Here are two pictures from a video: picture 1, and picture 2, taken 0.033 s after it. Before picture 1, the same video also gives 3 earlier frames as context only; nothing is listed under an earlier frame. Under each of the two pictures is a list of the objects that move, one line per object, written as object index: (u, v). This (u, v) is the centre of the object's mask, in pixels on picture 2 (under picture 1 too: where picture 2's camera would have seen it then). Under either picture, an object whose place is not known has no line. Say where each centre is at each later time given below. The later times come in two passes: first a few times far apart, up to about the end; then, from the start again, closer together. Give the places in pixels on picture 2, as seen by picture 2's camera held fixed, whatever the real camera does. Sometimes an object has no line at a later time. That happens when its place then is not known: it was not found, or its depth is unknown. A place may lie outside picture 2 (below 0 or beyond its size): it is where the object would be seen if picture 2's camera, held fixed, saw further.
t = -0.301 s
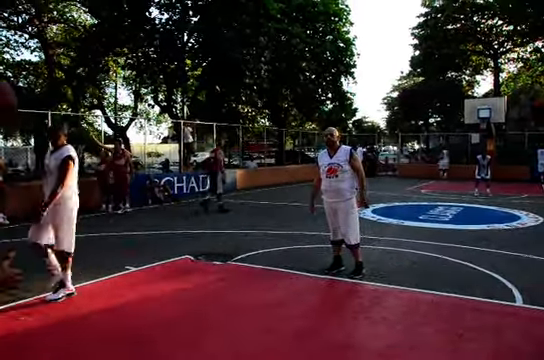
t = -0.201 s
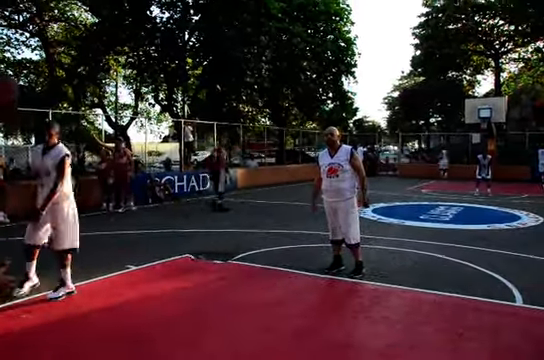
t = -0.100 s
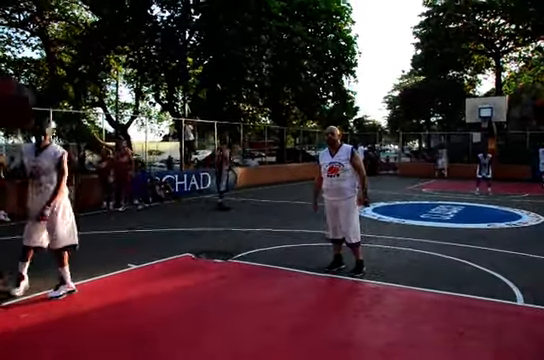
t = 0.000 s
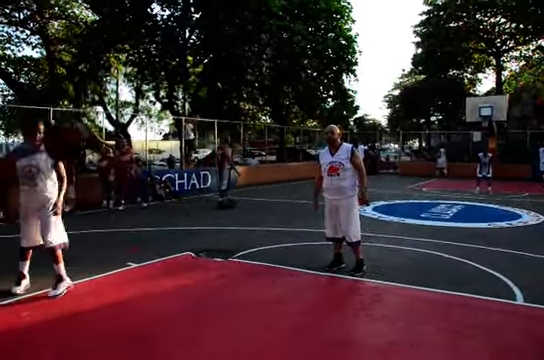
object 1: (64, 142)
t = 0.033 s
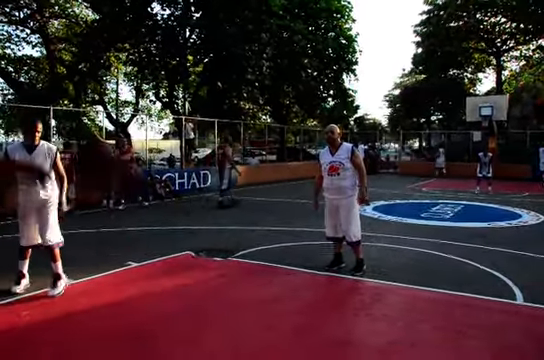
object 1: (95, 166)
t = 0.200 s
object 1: (211, 262)
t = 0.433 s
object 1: (276, 234)
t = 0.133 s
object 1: (172, 222)
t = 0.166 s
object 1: (193, 242)
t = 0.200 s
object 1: (211, 262)
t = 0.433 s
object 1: (276, 234)
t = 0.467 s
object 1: (281, 221)
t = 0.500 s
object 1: (287, 207)
